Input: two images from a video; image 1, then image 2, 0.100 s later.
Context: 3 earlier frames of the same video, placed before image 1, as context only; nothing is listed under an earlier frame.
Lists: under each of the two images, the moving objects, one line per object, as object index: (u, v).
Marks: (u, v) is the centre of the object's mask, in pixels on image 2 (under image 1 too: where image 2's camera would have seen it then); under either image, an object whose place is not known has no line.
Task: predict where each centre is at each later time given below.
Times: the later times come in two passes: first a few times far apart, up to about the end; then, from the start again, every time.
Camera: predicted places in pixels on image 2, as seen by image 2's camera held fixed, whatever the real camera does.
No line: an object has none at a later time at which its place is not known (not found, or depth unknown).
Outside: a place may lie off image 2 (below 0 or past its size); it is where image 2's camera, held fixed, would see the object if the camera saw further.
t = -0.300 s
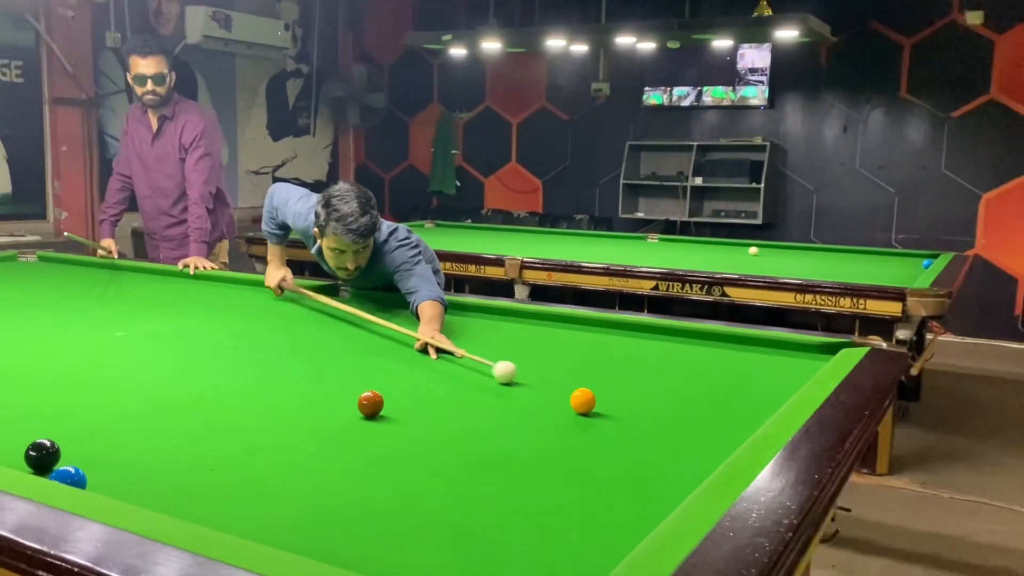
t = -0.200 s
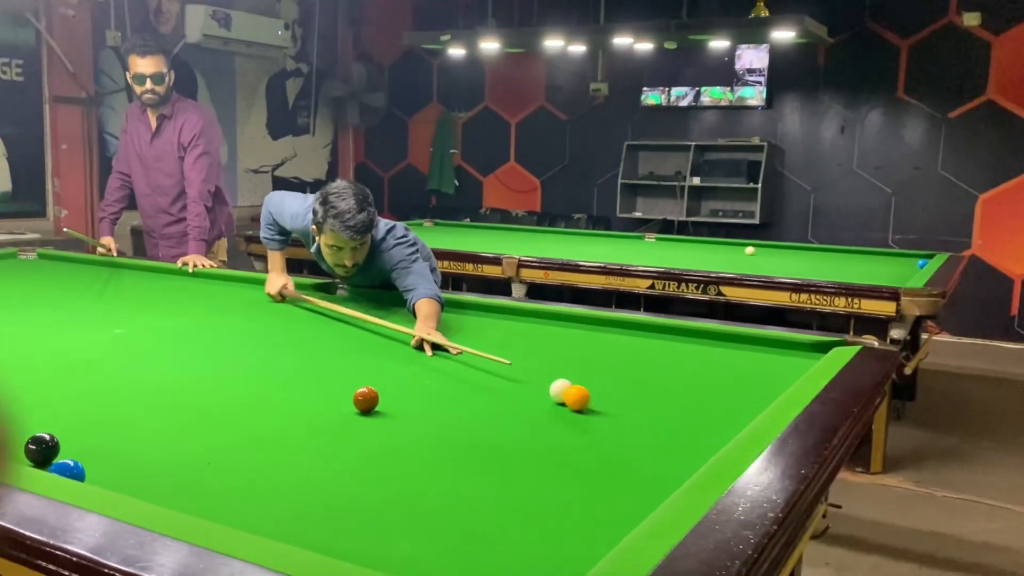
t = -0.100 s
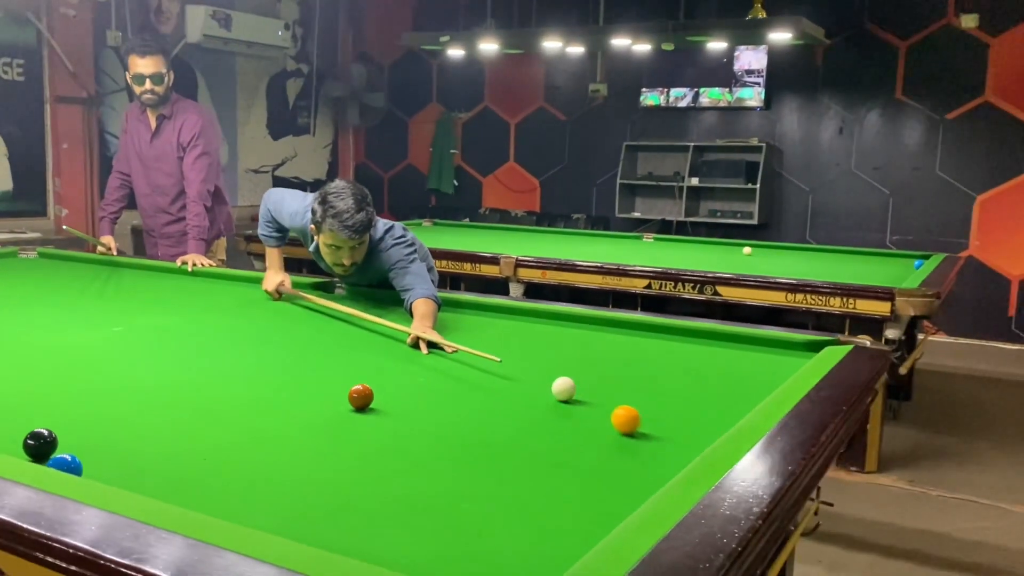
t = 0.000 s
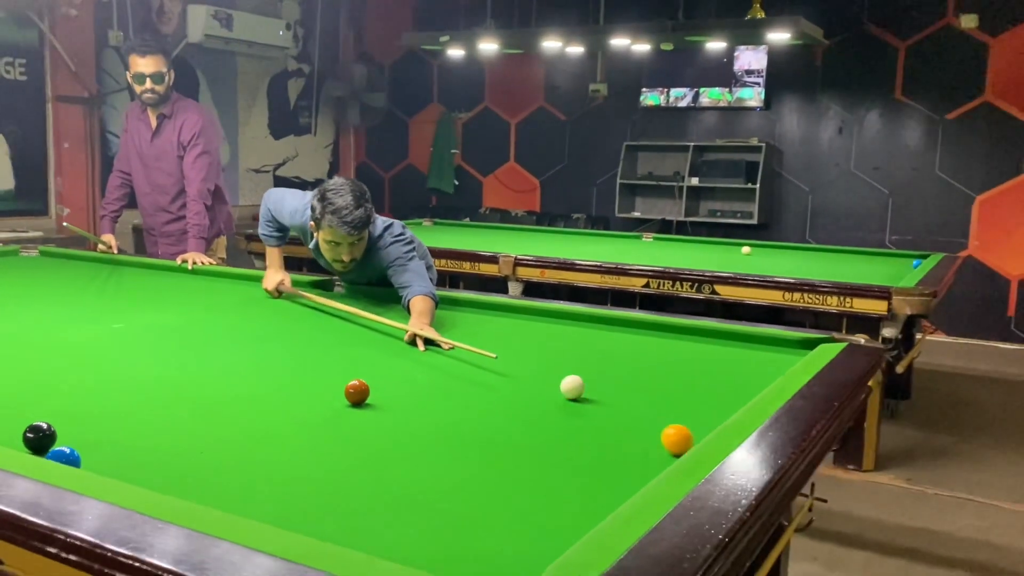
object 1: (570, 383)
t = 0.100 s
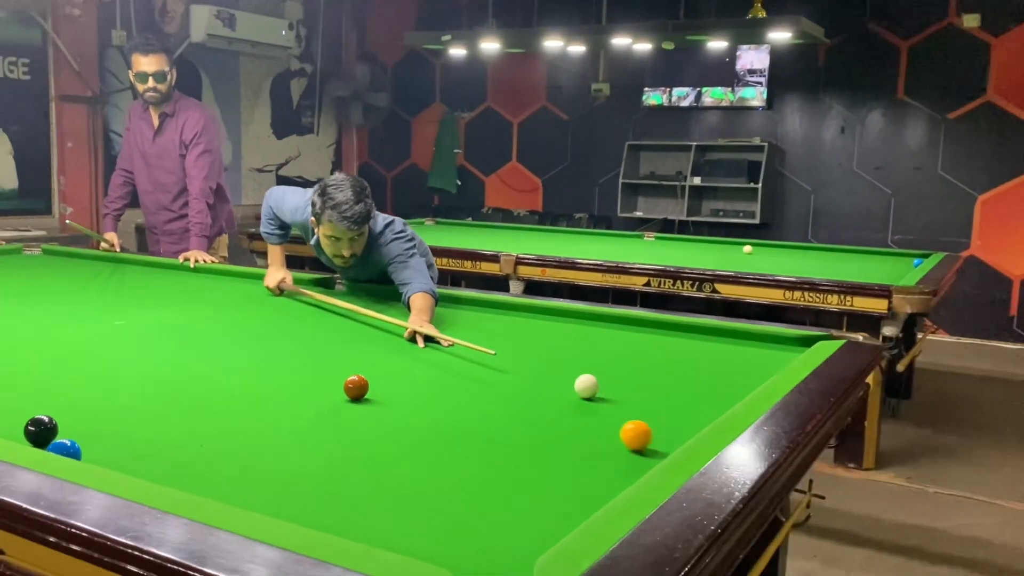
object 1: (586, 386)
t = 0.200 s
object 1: (602, 389)
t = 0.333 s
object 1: (623, 393)
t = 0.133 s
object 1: (592, 387)
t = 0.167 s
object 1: (597, 388)
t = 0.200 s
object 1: (602, 389)
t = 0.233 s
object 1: (607, 390)
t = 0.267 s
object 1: (613, 391)
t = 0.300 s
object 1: (618, 392)
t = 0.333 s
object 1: (623, 393)
